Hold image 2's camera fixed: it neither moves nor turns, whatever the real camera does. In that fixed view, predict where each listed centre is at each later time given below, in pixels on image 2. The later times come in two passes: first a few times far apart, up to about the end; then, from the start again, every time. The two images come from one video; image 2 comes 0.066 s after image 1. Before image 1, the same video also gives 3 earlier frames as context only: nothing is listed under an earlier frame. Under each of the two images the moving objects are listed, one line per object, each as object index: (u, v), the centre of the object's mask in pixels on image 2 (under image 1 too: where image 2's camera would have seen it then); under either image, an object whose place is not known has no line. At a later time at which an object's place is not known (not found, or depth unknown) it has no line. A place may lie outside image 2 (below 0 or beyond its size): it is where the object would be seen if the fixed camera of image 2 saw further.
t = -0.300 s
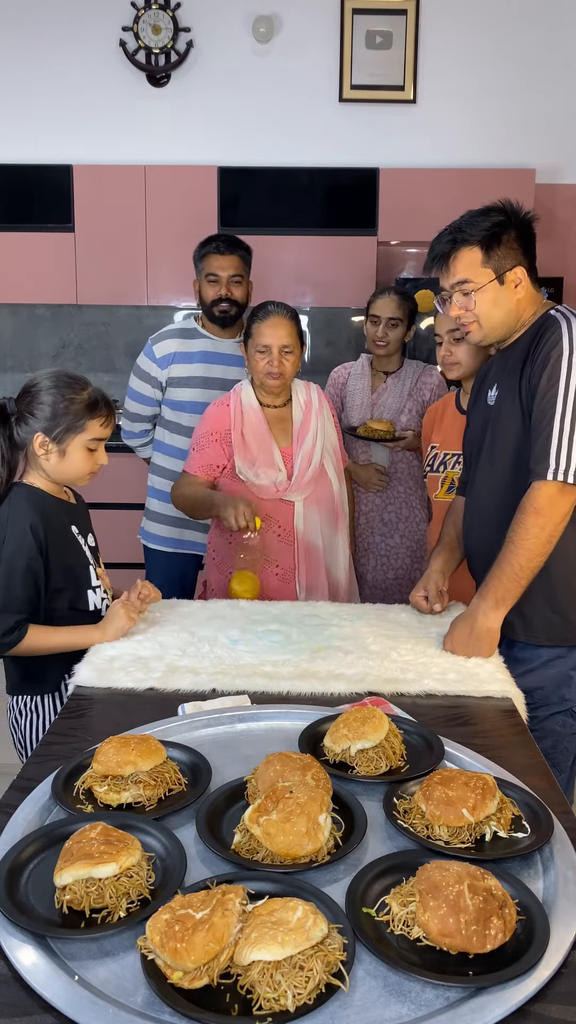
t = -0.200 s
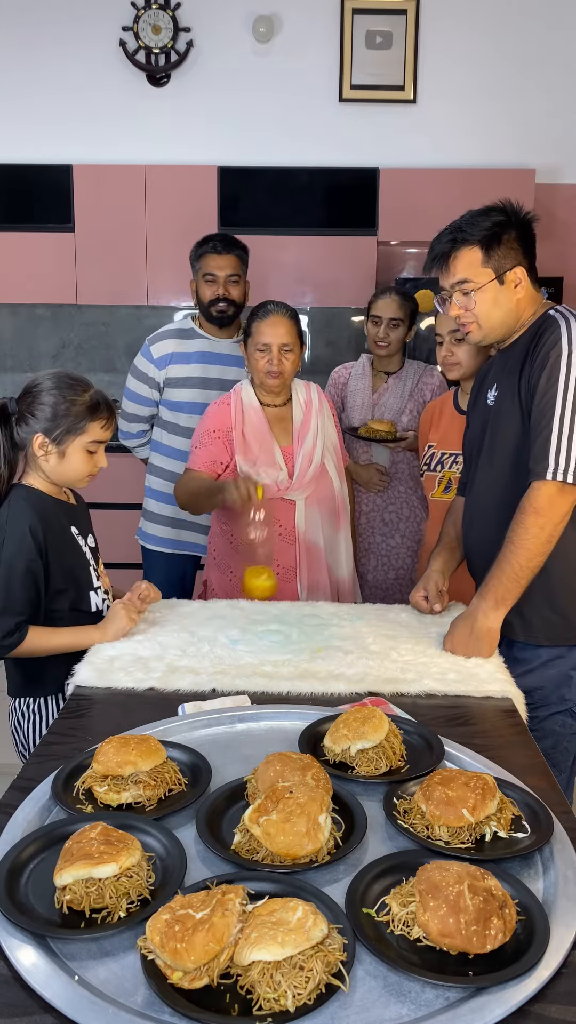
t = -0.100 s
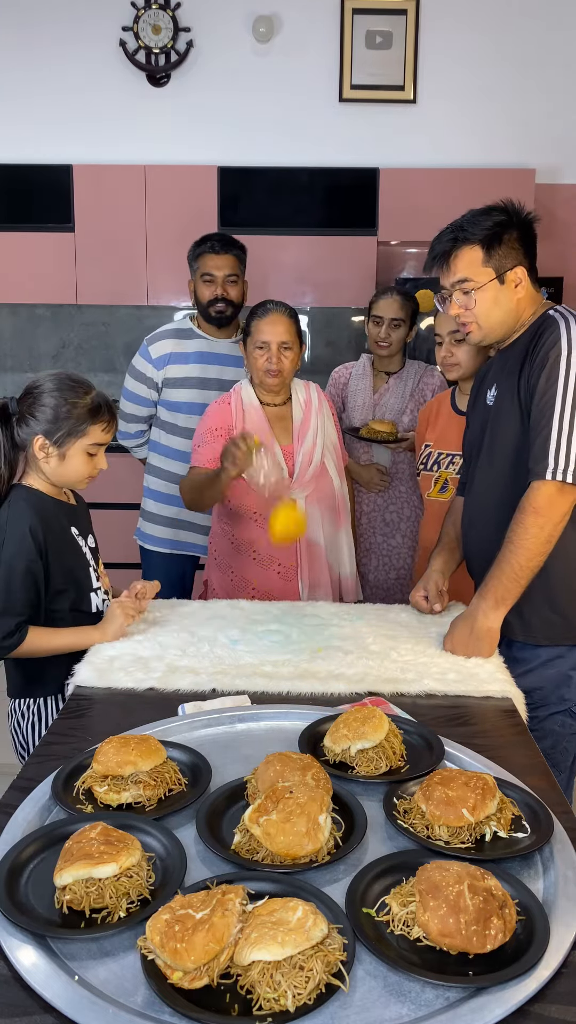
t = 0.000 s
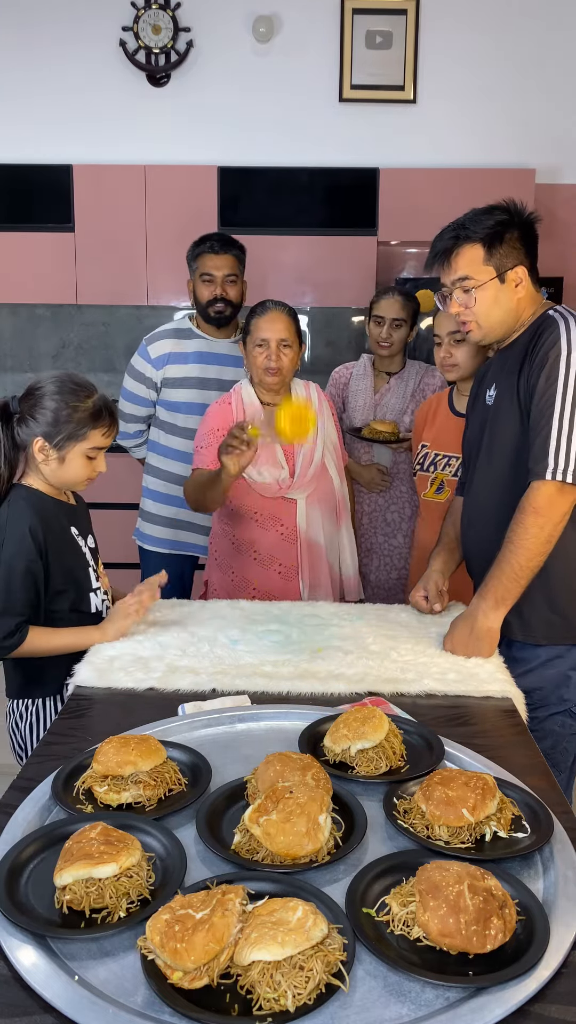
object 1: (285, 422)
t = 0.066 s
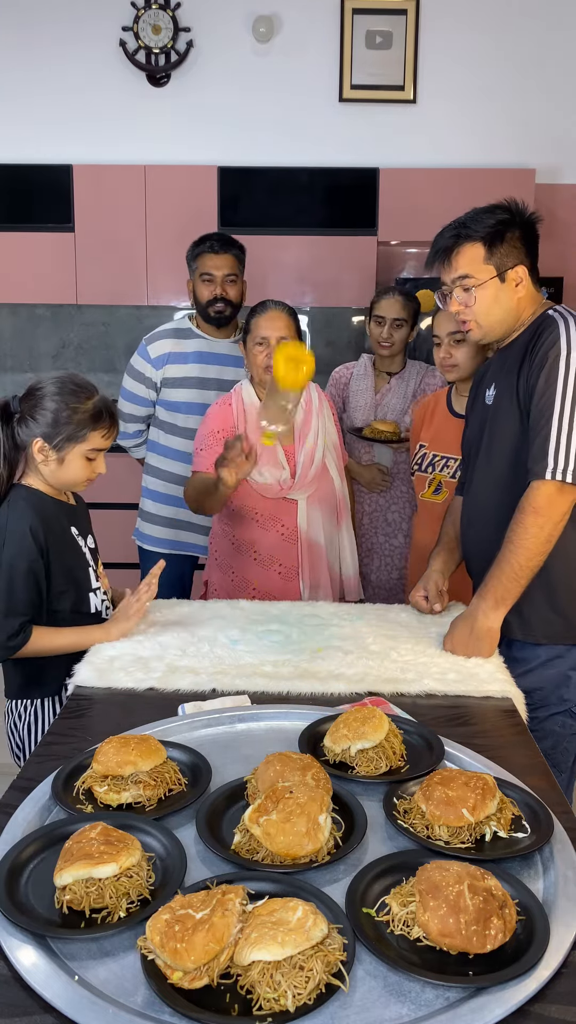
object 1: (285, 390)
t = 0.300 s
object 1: (304, 386)
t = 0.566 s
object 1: (287, 607)
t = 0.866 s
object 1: (276, 648)
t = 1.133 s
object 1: (274, 648)
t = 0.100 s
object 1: (288, 382)
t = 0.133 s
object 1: (291, 376)
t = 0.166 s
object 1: (296, 372)
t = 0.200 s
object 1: (299, 371)
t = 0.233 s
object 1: (302, 372)
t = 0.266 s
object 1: (304, 377)
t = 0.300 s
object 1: (304, 386)
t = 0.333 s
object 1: (303, 400)
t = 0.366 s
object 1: (302, 421)
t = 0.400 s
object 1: (301, 448)
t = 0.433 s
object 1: (298, 484)
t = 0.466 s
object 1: (294, 525)
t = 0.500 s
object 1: (292, 569)
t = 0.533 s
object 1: (291, 599)
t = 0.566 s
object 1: (287, 607)
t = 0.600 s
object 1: (286, 611)
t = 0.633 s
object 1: (285, 618)
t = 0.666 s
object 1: (284, 629)
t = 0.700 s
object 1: (284, 643)
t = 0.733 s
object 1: (282, 647)
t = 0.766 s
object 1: (281, 648)
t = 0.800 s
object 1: (279, 648)
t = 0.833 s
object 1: (278, 648)
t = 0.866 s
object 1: (276, 648)
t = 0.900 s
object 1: (274, 648)
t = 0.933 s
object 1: (273, 649)
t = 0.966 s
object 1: (272, 649)
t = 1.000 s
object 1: (272, 648)
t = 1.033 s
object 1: (272, 649)
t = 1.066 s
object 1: (273, 648)
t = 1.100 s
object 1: (273, 648)
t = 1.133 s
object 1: (274, 648)
